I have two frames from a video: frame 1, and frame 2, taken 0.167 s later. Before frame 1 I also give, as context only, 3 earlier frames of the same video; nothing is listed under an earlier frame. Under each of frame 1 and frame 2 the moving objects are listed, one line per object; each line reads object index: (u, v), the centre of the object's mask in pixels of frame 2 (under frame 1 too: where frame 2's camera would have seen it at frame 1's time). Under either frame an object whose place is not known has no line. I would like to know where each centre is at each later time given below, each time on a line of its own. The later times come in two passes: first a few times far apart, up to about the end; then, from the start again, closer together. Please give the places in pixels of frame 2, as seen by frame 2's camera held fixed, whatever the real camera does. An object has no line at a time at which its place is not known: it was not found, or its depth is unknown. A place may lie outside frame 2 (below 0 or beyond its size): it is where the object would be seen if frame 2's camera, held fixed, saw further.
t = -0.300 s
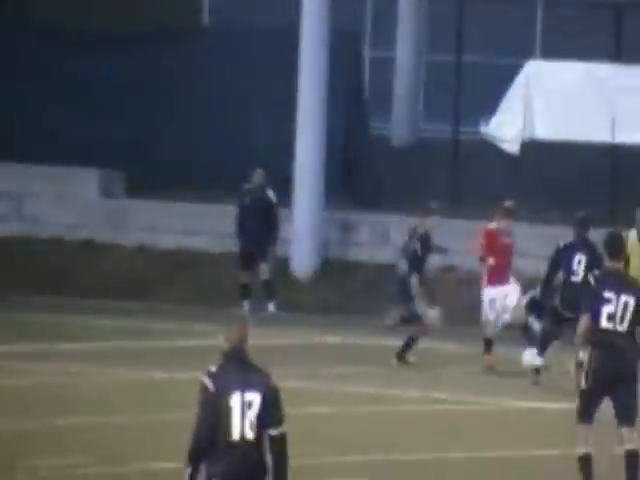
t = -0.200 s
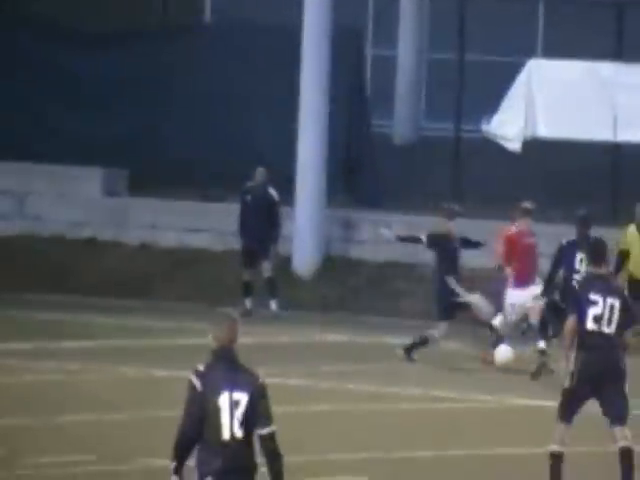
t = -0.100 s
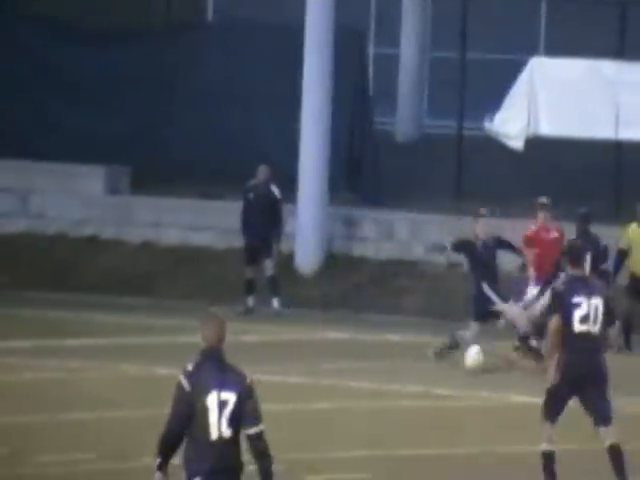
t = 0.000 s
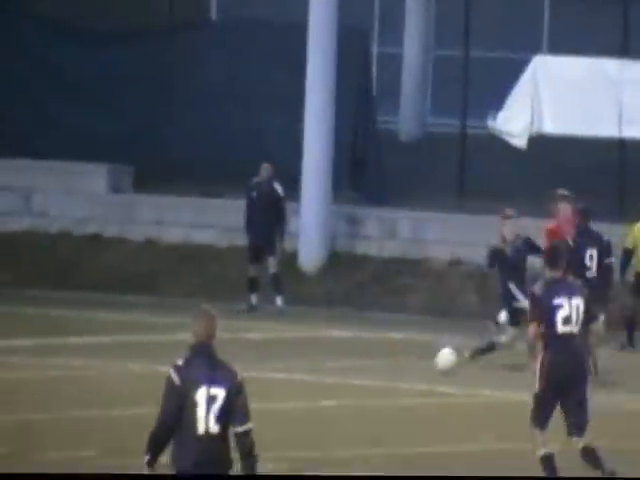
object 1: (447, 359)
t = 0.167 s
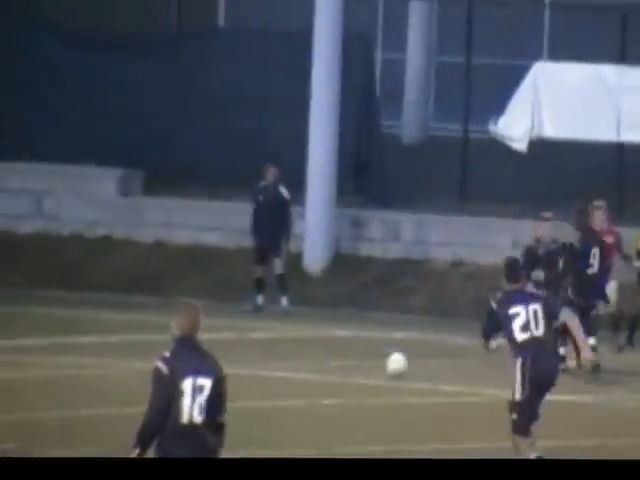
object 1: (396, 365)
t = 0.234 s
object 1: (378, 364)
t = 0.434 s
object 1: (326, 369)
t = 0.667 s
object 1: (276, 367)
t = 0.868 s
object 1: (238, 376)
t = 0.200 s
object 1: (387, 366)
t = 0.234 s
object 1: (378, 364)
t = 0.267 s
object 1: (368, 364)
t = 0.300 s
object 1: (360, 364)
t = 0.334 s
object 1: (351, 366)
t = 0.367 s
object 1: (341, 369)
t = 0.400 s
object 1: (336, 370)
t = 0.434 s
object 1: (326, 369)
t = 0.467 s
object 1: (316, 369)
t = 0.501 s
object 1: (308, 370)
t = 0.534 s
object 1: (301, 373)
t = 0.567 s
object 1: (294, 372)
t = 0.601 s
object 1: (288, 367)
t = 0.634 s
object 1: (283, 366)
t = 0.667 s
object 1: (276, 367)
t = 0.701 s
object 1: (269, 368)
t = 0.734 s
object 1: (262, 370)
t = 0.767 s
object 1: (256, 375)
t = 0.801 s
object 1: (249, 376)
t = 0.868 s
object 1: (238, 376)
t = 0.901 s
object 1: (230, 376)
